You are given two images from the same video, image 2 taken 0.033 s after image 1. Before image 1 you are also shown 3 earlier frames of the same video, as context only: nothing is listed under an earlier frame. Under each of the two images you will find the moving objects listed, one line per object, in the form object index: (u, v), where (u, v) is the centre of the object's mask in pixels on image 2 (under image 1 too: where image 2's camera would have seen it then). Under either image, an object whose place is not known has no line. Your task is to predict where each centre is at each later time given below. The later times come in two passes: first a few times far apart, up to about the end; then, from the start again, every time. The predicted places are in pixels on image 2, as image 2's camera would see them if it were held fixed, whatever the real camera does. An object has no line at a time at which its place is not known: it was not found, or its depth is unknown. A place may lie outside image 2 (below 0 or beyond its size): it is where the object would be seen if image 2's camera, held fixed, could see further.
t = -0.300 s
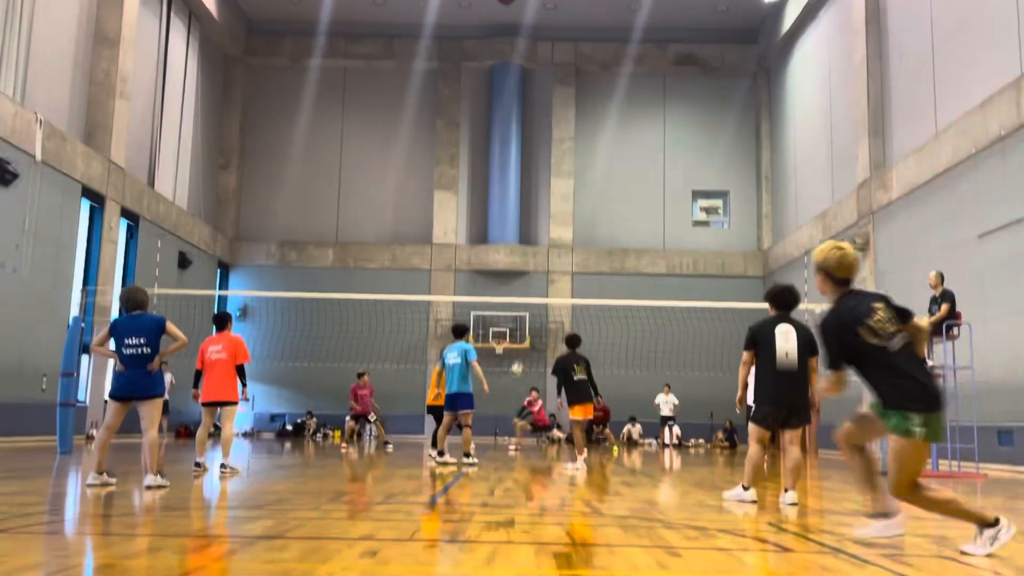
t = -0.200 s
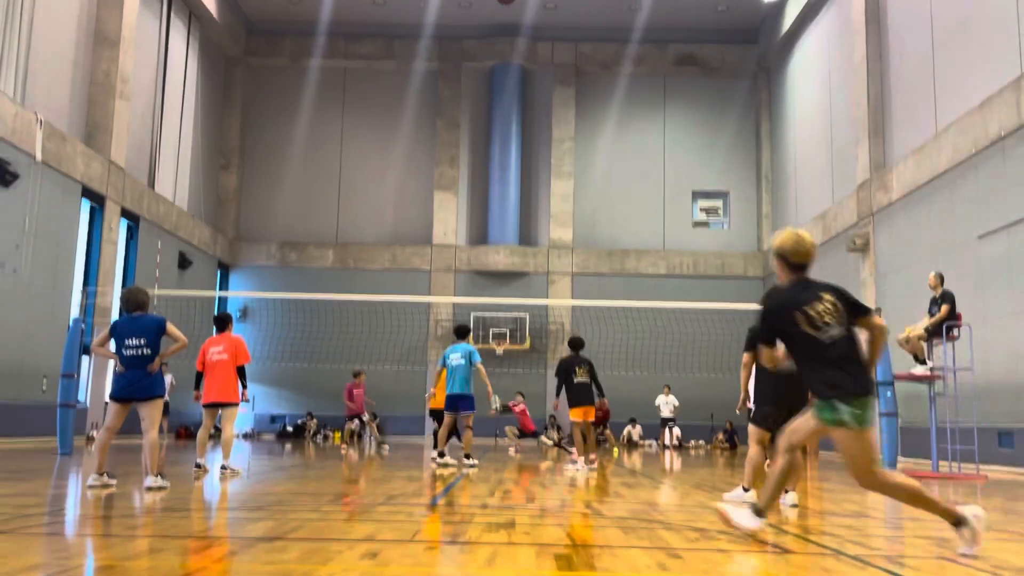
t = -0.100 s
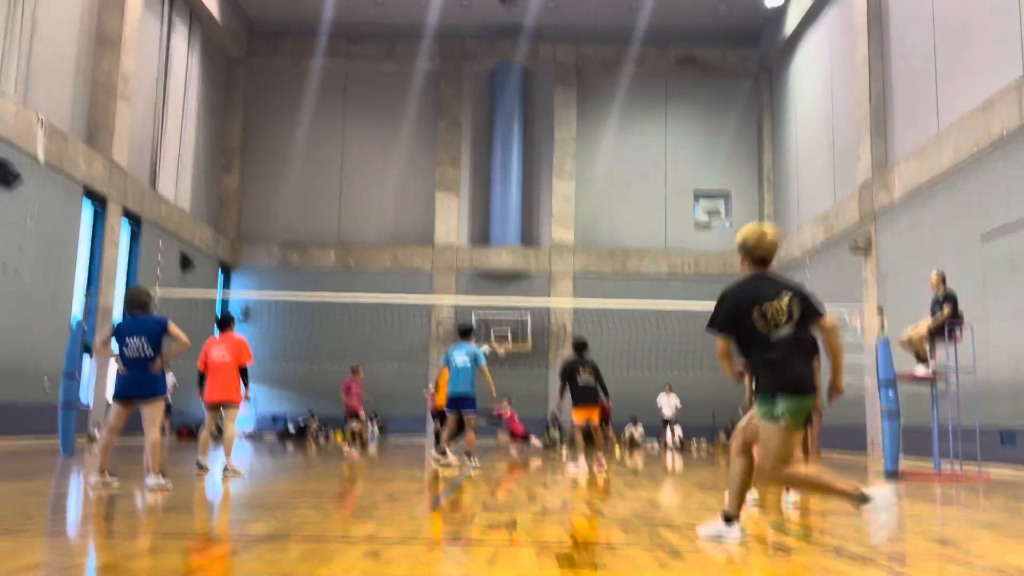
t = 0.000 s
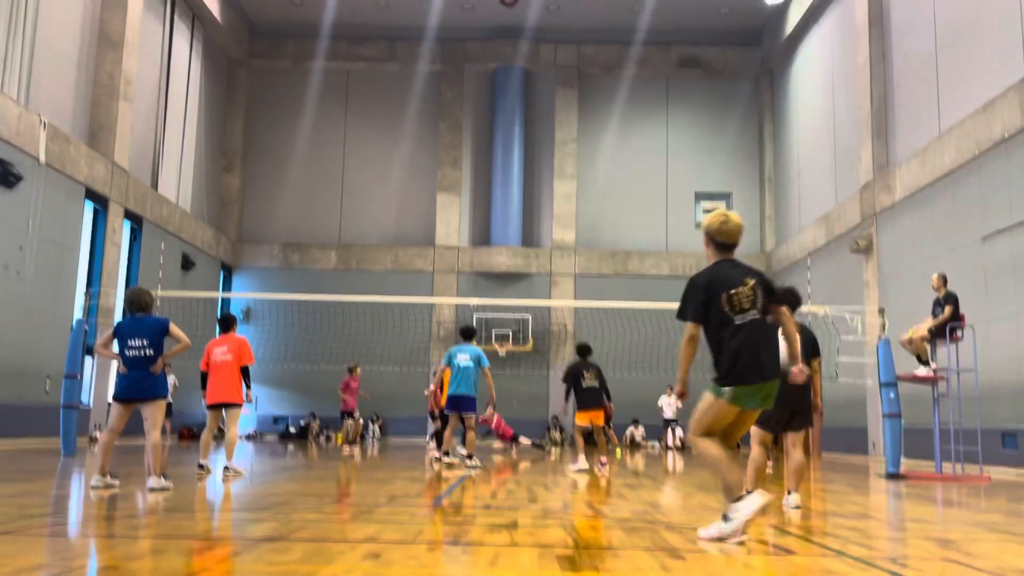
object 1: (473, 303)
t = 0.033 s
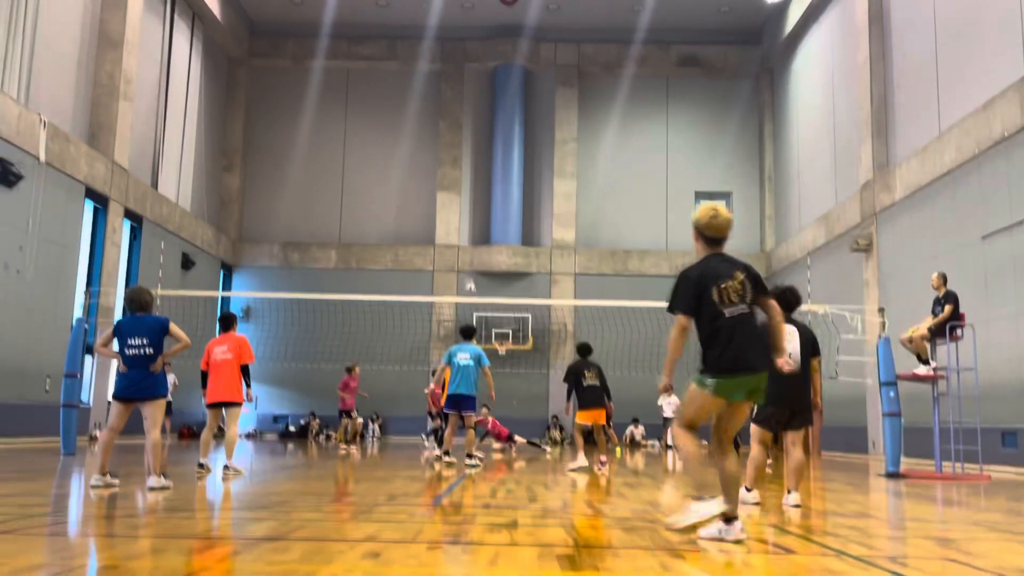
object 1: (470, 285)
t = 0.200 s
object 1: (451, 225)
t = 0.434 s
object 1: (424, 163)
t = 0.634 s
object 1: (401, 131)
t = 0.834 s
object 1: (379, 119)
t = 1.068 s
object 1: (351, 128)
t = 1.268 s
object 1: (328, 154)
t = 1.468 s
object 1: (304, 198)
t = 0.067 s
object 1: (466, 273)
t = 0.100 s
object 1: (463, 261)
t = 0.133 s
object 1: (457, 245)
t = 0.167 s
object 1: (455, 235)
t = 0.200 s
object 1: (451, 225)
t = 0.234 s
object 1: (447, 213)
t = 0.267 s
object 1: (444, 203)
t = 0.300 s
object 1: (439, 194)
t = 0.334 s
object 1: (435, 185)
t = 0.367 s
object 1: (431, 177)
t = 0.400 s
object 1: (428, 170)
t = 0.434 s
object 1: (424, 163)
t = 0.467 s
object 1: (420, 155)
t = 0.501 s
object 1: (416, 150)
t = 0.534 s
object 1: (412, 144)
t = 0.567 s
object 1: (408, 139)
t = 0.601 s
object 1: (405, 135)
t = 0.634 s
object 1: (401, 131)
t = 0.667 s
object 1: (398, 128)
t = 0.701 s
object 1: (394, 125)
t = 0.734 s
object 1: (390, 122)
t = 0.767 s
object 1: (386, 121)
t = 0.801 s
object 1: (382, 120)
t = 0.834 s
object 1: (379, 119)
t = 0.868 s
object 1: (375, 119)
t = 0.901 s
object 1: (371, 118)
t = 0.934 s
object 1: (368, 120)
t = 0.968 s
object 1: (363, 121)
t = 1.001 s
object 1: (360, 123)
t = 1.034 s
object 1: (355, 125)
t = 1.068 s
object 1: (351, 128)
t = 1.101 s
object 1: (348, 131)
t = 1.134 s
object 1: (344, 135)
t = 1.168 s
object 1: (341, 139)
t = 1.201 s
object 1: (337, 143)
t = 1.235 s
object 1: (333, 148)
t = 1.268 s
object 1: (328, 154)
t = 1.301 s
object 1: (325, 161)
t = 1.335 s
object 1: (320, 167)
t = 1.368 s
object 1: (316, 174)
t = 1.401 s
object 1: (313, 181)
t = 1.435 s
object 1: (308, 190)
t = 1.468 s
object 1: (304, 198)
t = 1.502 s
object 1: (299, 207)
